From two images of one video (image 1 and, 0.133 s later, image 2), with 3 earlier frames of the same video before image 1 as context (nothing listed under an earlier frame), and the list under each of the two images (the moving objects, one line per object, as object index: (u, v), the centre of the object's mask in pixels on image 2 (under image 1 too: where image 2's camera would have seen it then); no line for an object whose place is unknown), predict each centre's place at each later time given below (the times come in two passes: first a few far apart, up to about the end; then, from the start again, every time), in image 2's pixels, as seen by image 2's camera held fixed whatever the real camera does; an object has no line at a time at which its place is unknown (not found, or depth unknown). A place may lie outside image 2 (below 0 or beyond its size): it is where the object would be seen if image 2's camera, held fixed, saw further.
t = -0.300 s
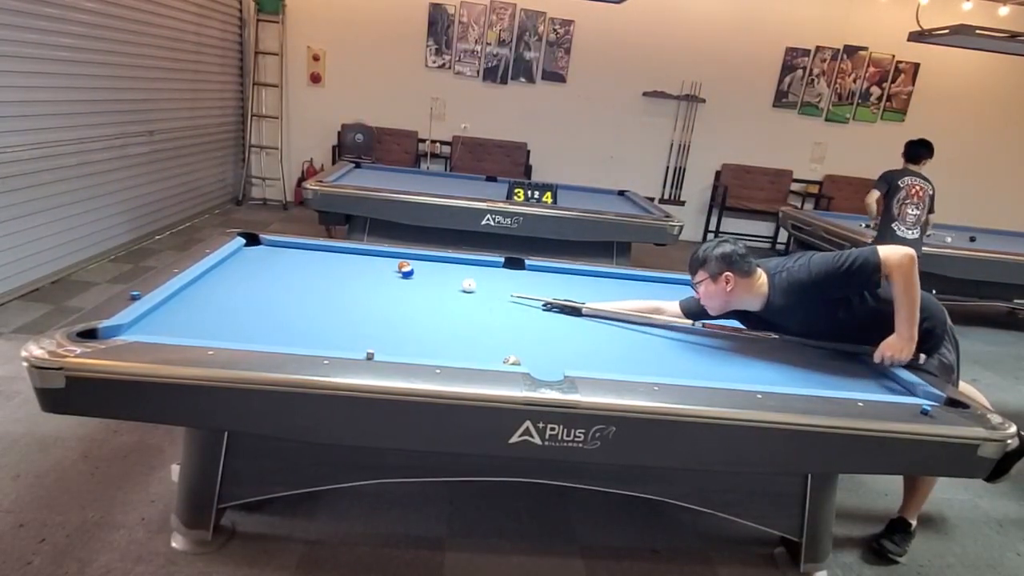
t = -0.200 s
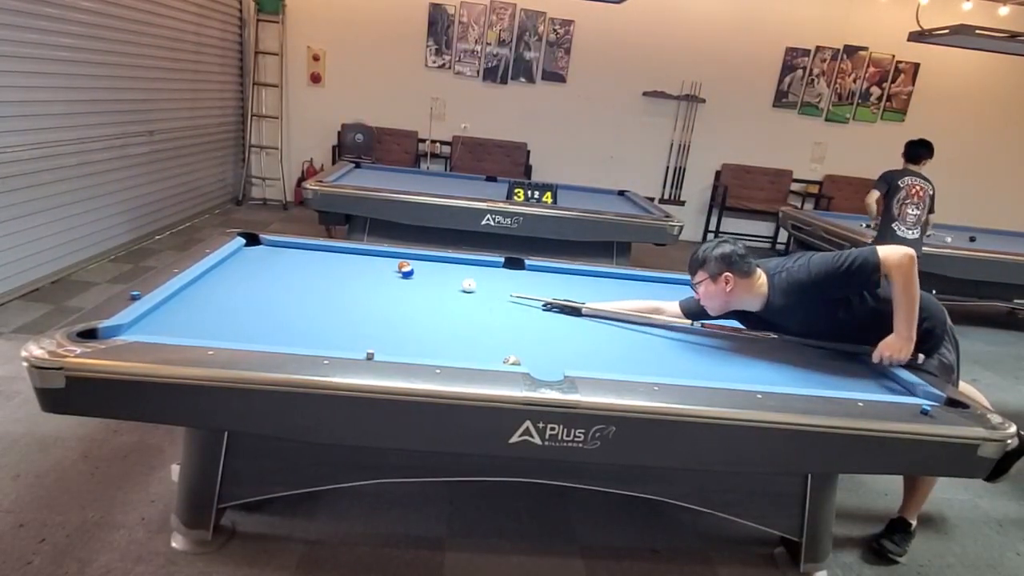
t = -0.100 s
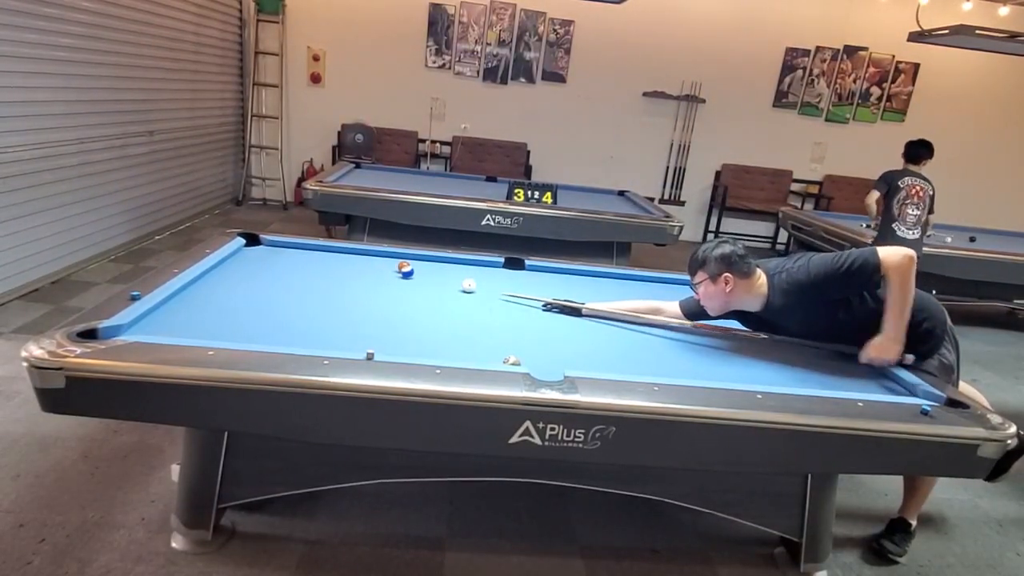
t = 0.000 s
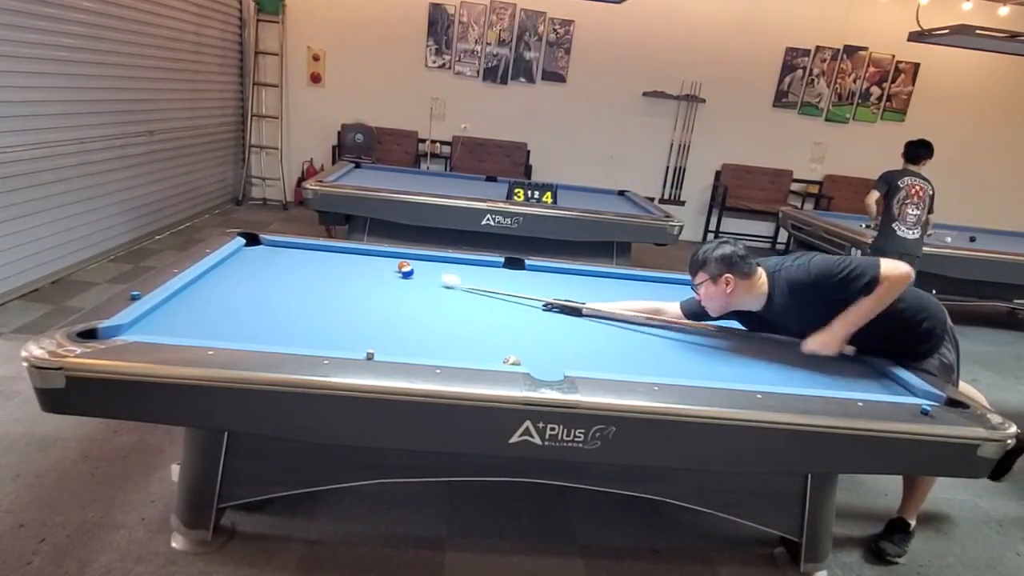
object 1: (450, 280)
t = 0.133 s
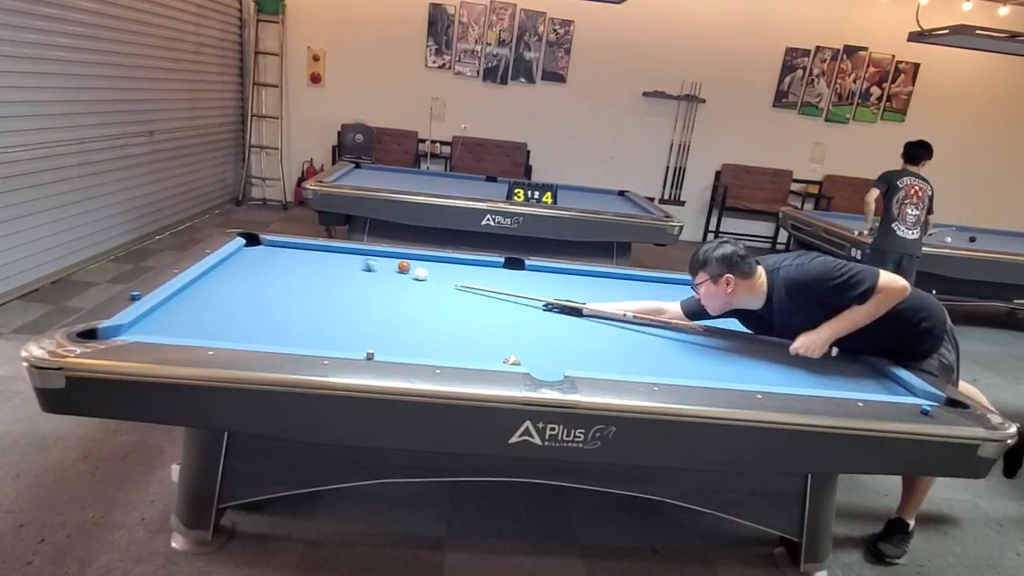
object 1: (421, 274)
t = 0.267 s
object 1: (425, 273)
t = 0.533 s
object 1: (435, 272)
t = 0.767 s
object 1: (442, 272)
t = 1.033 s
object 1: (448, 271)
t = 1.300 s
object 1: (454, 271)
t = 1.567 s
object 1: (457, 271)
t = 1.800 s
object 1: (460, 270)
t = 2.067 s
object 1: (462, 270)
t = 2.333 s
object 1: (464, 270)
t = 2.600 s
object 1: (464, 270)
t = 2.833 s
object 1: (464, 270)
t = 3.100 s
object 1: (464, 270)
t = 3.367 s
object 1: (464, 270)
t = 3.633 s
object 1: (464, 270)
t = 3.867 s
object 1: (464, 270)
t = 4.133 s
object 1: (464, 270)
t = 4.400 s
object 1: (464, 270)
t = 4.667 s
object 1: (464, 270)
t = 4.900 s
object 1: (464, 270)
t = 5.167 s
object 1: (464, 270)
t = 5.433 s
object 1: (464, 270)
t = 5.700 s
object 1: (464, 270)
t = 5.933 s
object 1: (464, 270)
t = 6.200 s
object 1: (464, 270)
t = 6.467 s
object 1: (464, 270)
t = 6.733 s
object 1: (464, 270)
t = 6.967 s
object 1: (464, 270)
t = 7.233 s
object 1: (464, 270)
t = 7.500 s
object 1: (464, 270)
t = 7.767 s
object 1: (464, 270)
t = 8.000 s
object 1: (464, 270)
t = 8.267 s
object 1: (464, 270)
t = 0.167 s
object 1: (422, 274)
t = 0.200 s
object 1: (423, 273)
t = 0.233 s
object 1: (424, 273)
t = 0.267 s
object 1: (425, 273)
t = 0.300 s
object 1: (427, 273)
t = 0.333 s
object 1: (428, 273)
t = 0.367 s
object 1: (429, 273)
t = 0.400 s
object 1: (430, 273)
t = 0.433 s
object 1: (432, 273)
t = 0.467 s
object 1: (433, 272)
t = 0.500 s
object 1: (434, 272)
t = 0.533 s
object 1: (435, 272)
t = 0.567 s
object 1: (436, 273)
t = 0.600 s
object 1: (437, 272)
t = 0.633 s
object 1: (438, 272)
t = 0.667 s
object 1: (439, 272)
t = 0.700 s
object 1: (440, 272)
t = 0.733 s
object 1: (441, 272)
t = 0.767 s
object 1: (442, 272)
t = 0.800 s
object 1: (443, 272)
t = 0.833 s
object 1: (444, 272)
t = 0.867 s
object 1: (444, 272)
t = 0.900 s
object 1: (445, 272)
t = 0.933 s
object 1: (446, 272)
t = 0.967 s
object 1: (447, 272)
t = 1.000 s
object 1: (448, 272)
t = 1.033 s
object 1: (448, 271)
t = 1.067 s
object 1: (449, 271)
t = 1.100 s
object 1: (450, 271)
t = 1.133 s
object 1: (450, 271)
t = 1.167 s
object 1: (451, 272)
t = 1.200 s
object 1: (452, 271)
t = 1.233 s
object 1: (452, 271)
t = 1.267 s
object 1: (453, 271)
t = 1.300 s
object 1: (454, 271)
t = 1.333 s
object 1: (454, 271)
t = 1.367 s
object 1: (455, 271)
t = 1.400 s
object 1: (455, 271)
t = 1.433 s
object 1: (456, 271)
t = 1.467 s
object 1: (456, 271)
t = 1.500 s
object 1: (457, 271)
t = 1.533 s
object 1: (457, 271)
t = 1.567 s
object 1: (457, 271)
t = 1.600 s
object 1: (458, 270)
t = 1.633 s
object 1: (458, 270)
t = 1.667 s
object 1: (459, 270)
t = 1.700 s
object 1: (459, 270)
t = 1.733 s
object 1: (459, 270)
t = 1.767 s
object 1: (460, 270)
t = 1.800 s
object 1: (460, 270)
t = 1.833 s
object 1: (460, 270)
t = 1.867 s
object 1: (461, 270)
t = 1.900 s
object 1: (461, 270)
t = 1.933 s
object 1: (461, 270)
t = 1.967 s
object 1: (461, 270)
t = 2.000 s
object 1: (462, 270)
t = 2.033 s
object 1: (462, 270)
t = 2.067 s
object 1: (462, 270)
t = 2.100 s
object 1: (462, 270)
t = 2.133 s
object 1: (463, 270)
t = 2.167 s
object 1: (463, 270)
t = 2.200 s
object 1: (463, 270)
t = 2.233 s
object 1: (463, 270)
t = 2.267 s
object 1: (463, 270)
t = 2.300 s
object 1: (464, 270)
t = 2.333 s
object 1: (464, 270)
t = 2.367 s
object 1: (464, 270)
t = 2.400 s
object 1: (464, 270)
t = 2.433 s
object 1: (464, 270)
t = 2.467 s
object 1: (464, 270)
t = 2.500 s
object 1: (464, 270)
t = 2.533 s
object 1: (464, 270)
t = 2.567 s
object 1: (464, 270)
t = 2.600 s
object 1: (464, 270)
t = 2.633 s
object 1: (464, 270)
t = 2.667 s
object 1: (464, 270)
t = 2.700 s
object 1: (464, 270)
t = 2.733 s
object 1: (464, 270)
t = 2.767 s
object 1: (464, 270)
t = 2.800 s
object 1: (464, 270)
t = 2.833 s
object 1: (464, 270)
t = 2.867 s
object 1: (464, 270)
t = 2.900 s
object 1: (464, 270)
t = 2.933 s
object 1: (464, 270)
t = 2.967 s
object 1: (464, 270)
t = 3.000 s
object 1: (464, 270)
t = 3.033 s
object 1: (464, 270)
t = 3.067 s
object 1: (464, 270)
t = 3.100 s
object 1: (464, 270)
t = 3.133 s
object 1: (464, 270)
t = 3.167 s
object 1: (464, 270)
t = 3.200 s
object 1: (464, 270)
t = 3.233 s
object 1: (464, 270)
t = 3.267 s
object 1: (464, 270)
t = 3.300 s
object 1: (464, 270)
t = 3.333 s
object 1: (464, 270)
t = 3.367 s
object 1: (464, 270)
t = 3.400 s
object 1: (464, 270)
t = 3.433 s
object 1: (464, 270)
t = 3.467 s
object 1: (464, 270)
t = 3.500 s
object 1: (464, 270)
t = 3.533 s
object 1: (464, 270)
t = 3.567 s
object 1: (464, 270)
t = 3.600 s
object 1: (464, 270)
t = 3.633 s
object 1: (464, 270)
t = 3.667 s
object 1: (464, 270)
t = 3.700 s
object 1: (464, 270)
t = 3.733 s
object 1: (464, 270)
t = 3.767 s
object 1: (464, 270)
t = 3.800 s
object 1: (464, 270)
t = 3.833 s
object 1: (464, 270)
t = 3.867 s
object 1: (464, 270)
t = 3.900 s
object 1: (464, 270)
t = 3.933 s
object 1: (464, 270)
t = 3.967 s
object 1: (464, 270)
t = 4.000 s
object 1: (464, 270)
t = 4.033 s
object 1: (464, 270)
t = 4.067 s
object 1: (464, 270)
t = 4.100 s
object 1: (464, 270)
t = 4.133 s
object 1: (464, 270)
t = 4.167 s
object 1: (464, 270)
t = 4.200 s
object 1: (464, 270)
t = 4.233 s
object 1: (464, 270)
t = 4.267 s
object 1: (464, 270)
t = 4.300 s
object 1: (464, 270)
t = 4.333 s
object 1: (464, 270)
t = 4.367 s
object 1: (464, 270)
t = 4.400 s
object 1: (464, 270)
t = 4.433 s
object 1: (464, 270)
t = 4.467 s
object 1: (464, 270)
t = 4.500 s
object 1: (464, 270)
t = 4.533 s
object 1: (464, 270)
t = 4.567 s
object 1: (464, 270)
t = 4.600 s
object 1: (464, 270)
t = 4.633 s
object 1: (464, 270)
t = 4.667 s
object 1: (464, 270)
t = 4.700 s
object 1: (464, 270)
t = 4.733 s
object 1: (464, 270)
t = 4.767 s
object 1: (464, 270)
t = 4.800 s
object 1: (464, 270)
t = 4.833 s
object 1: (464, 270)
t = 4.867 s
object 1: (464, 270)
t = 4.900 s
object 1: (464, 270)
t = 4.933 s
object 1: (464, 270)
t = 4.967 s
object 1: (464, 270)
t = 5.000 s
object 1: (464, 270)
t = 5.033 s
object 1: (464, 270)
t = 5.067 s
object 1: (464, 270)
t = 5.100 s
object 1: (464, 270)
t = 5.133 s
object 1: (464, 270)
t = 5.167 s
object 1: (464, 270)
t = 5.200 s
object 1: (464, 270)
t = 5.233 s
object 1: (464, 270)
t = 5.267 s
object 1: (464, 270)
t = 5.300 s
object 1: (464, 270)
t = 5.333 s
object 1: (464, 270)
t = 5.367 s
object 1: (464, 270)
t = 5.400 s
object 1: (464, 270)
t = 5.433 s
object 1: (464, 270)
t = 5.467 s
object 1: (464, 270)
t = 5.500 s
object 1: (464, 270)
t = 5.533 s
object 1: (464, 270)
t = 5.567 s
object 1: (464, 270)
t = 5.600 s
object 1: (464, 270)
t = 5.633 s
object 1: (464, 270)
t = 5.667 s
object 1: (464, 270)
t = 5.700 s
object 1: (464, 270)
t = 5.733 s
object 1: (464, 270)
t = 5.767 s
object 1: (464, 270)
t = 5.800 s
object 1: (464, 270)
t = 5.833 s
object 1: (464, 270)
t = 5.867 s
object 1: (464, 270)
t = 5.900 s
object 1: (464, 270)
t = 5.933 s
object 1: (464, 270)
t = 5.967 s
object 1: (464, 270)
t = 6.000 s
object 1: (464, 270)
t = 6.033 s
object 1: (464, 270)
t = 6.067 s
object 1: (464, 270)
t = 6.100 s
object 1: (464, 270)
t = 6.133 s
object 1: (464, 270)
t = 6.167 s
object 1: (464, 270)
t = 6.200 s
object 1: (464, 270)
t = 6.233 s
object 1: (464, 270)
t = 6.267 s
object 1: (464, 270)
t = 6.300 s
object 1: (464, 270)
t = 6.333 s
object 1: (464, 270)
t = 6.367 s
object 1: (464, 270)
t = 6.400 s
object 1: (464, 270)
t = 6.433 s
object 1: (464, 270)
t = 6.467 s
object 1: (464, 270)
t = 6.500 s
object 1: (464, 270)
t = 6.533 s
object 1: (464, 270)
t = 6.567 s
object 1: (464, 270)
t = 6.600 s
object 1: (464, 270)
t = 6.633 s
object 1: (464, 270)
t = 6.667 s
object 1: (464, 270)
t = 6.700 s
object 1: (464, 270)
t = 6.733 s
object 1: (464, 270)
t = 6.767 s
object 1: (464, 270)
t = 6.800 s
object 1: (464, 270)
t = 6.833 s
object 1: (464, 270)
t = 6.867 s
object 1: (464, 270)
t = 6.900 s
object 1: (464, 270)
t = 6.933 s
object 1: (464, 270)
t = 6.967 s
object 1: (464, 270)
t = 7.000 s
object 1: (464, 270)
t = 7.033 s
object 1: (464, 270)
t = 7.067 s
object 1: (464, 270)
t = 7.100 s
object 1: (464, 270)
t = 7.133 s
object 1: (464, 270)
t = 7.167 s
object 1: (464, 270)
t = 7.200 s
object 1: (464, 270)
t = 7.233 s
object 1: (464, 270)
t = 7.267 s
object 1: (464, 270)
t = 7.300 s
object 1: (464, 270)
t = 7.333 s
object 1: (464, 270)
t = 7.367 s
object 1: (464, 270)
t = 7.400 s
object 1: (464, 270)
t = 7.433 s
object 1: (464, 270)
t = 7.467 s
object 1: (464, 270)
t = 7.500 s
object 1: (464, 270)
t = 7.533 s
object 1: (464, 270)
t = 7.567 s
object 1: (464, 270)
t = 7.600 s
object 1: (464, 270)
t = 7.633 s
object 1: (464, 270)
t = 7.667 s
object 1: (464, 270)
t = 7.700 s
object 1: (464, 270)
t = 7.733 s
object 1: (464, 270)
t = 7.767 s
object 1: (464, 270)
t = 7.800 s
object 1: (464, 270)
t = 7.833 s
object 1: (464, 270)
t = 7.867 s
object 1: (464, 270)
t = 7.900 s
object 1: (464, 270)
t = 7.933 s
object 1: (464, 270)
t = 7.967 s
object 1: (464, 270)
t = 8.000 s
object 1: (464, 270)
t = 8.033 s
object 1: (464, 270)
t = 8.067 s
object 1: (464, 270)
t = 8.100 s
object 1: (464, 270)
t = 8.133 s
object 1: (464, 270)
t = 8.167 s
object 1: (464, 270)
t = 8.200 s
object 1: (464, 270)
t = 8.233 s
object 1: (464, 270)
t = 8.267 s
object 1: (464, 270)
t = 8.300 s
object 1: (464, 270)
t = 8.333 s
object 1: (464, 270)
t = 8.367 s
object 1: (464, 270)
